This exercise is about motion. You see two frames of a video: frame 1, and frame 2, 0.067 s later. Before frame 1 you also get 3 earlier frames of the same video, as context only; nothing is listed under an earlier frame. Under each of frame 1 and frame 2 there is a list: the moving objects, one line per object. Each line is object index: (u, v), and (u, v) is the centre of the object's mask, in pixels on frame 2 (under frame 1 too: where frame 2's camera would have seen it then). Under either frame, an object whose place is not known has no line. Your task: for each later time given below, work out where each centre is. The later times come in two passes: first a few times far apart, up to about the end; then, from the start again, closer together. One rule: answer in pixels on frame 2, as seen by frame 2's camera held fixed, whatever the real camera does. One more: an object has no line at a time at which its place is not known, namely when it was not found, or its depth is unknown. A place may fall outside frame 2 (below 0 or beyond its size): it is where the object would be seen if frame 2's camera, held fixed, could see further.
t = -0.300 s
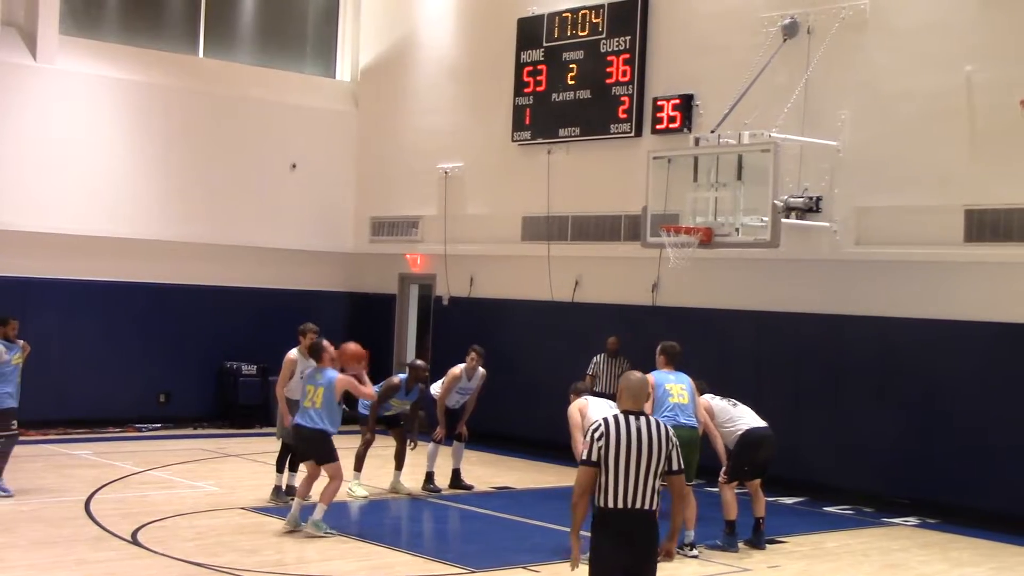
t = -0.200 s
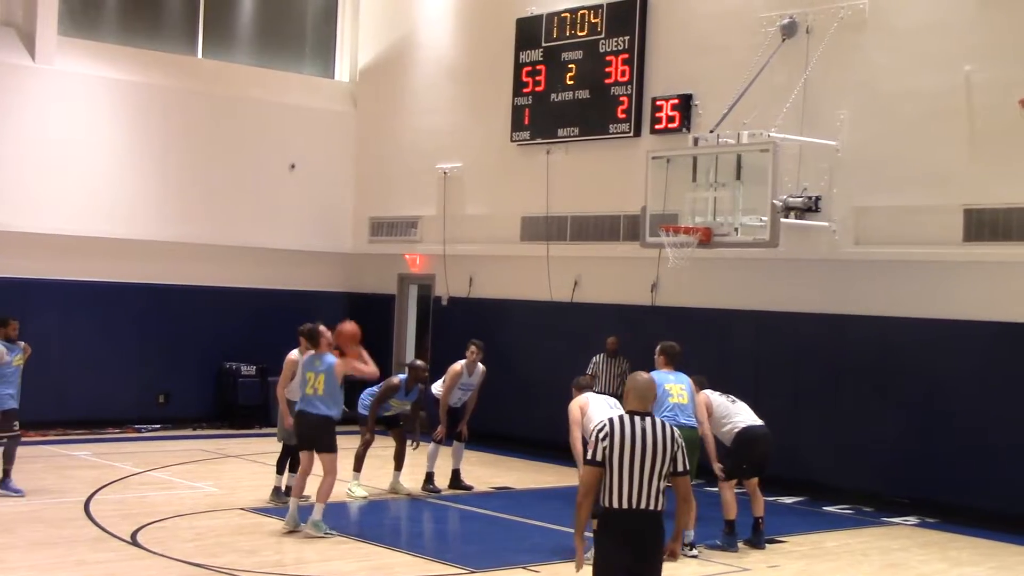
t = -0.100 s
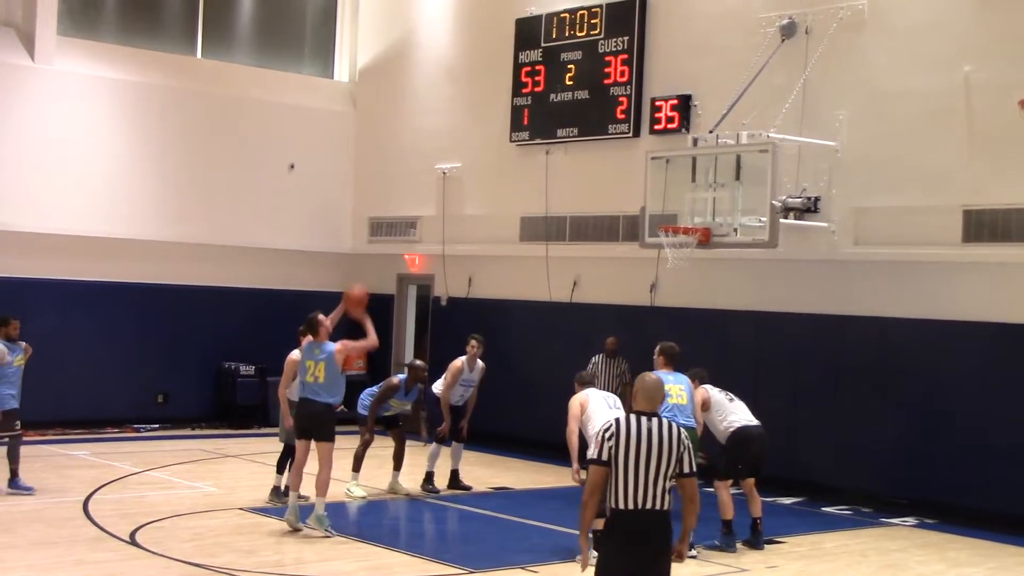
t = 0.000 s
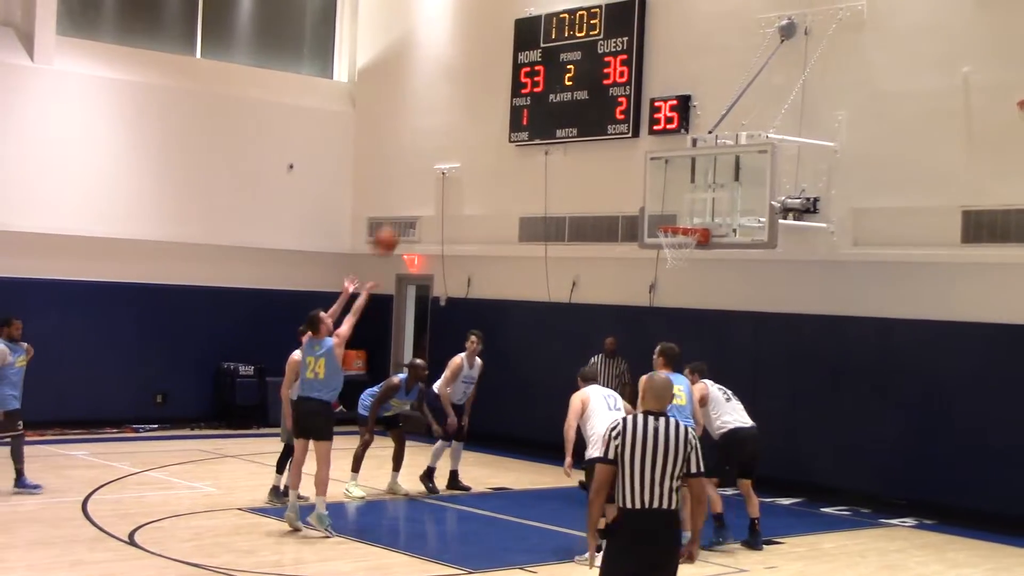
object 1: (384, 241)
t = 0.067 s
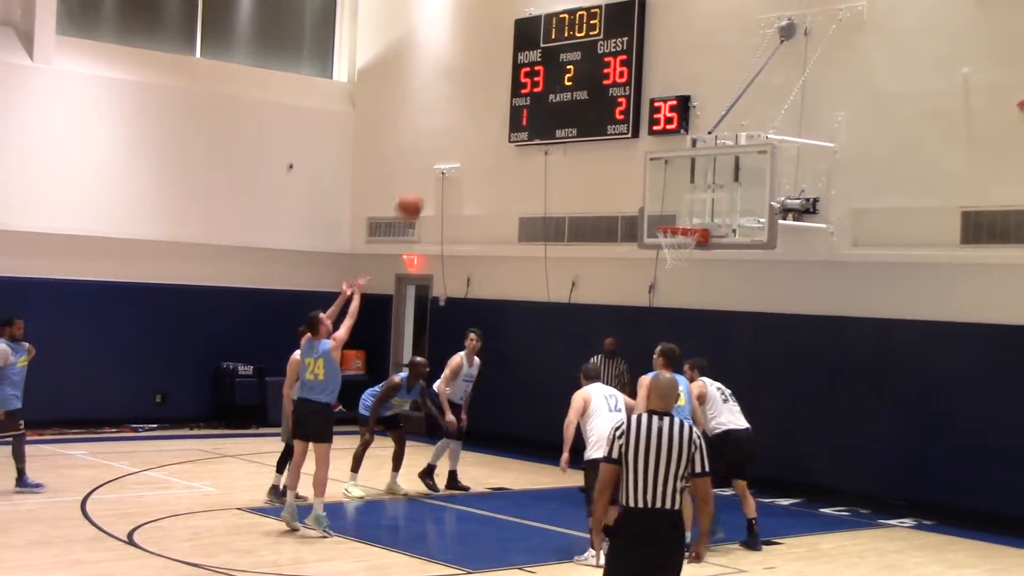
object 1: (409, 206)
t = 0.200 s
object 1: (457, 153)
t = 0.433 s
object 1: (532, 109)
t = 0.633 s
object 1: (590, 113)
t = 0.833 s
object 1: (643, 155)
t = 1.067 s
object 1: (685, 239)
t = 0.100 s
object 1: (421, 191)
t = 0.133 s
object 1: (434, 178)
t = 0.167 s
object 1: (445, 165)
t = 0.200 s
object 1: (457, 153)
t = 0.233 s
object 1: (469, 143)
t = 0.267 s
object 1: (480, 135)
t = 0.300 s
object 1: (490, 127)
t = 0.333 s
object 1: (501, 121)
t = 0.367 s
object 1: (511, 116)
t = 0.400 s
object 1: (522, 113)
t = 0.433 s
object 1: (532, 109)
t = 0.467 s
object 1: (542, 108)
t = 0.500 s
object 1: (552, 107)
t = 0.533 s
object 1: (562, 107)
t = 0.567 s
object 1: (572, 108)
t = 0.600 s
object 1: (581, 110)
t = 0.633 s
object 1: (590, 113)
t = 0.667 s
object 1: (599, 117)
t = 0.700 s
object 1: (607, 123)
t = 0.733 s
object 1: (617, 129)
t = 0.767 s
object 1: (627, 138)
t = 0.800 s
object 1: (635, 146)
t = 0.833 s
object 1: (643, 155)
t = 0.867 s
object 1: (651, 166)
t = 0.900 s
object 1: (659, 178)
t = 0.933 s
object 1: (667, 190)
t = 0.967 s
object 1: (675, 203)
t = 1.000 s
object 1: (683, 217)
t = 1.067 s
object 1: (685, 239)
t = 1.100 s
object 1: (679, 253)
